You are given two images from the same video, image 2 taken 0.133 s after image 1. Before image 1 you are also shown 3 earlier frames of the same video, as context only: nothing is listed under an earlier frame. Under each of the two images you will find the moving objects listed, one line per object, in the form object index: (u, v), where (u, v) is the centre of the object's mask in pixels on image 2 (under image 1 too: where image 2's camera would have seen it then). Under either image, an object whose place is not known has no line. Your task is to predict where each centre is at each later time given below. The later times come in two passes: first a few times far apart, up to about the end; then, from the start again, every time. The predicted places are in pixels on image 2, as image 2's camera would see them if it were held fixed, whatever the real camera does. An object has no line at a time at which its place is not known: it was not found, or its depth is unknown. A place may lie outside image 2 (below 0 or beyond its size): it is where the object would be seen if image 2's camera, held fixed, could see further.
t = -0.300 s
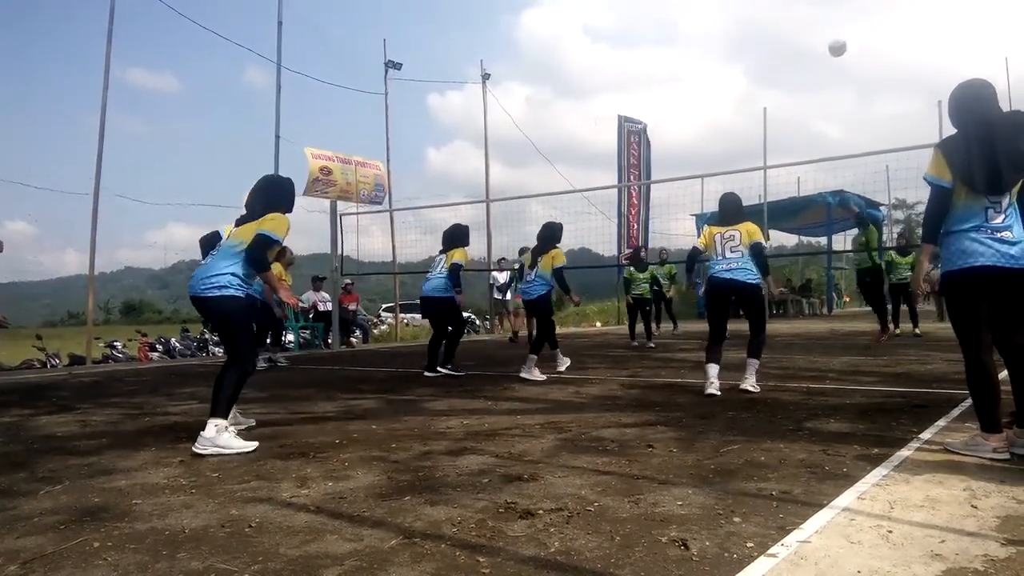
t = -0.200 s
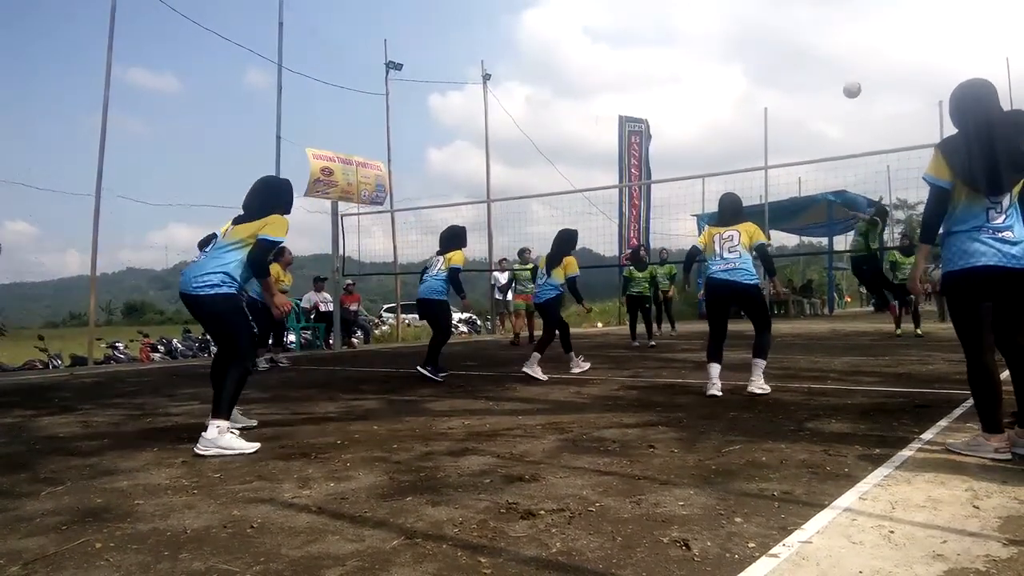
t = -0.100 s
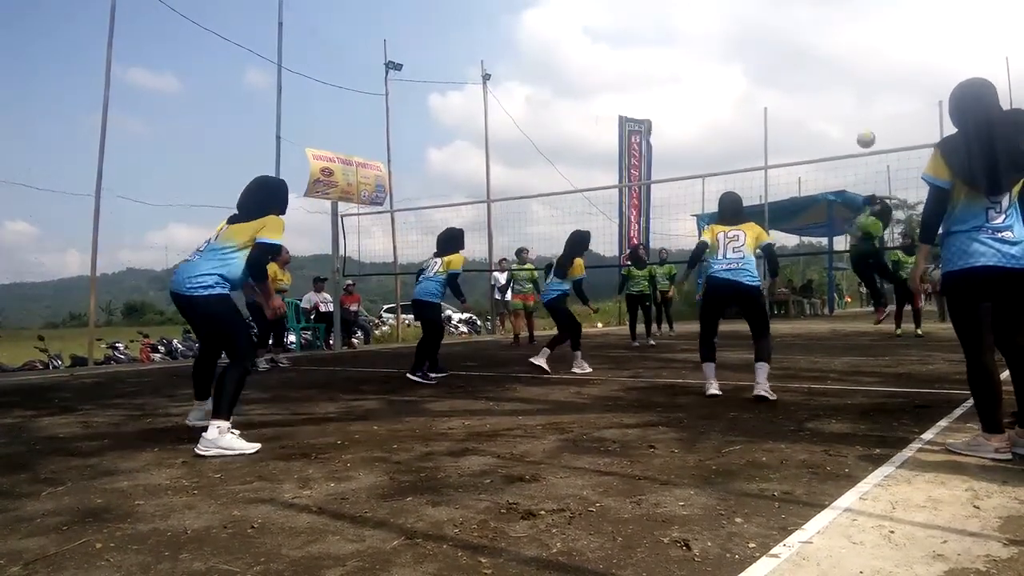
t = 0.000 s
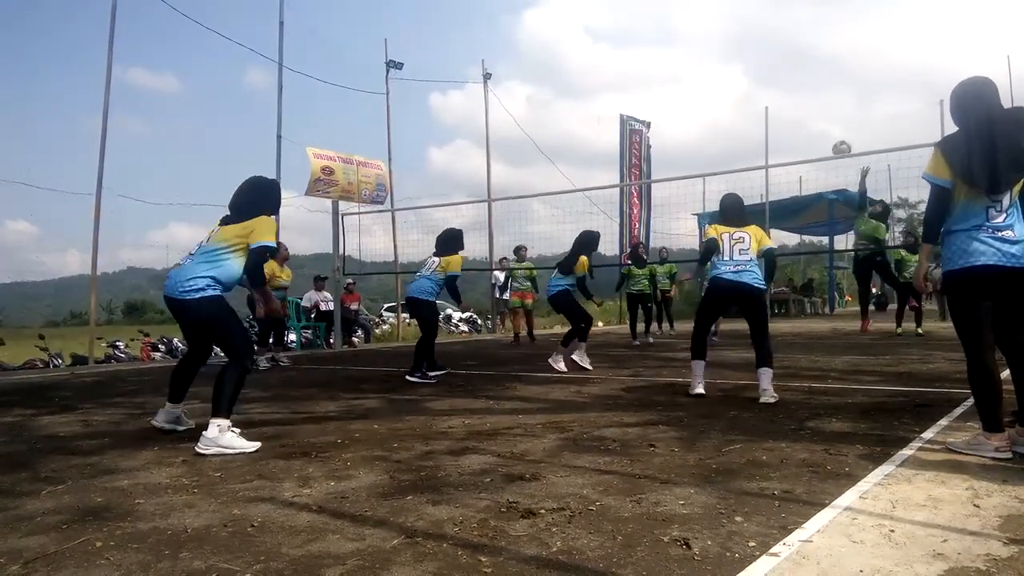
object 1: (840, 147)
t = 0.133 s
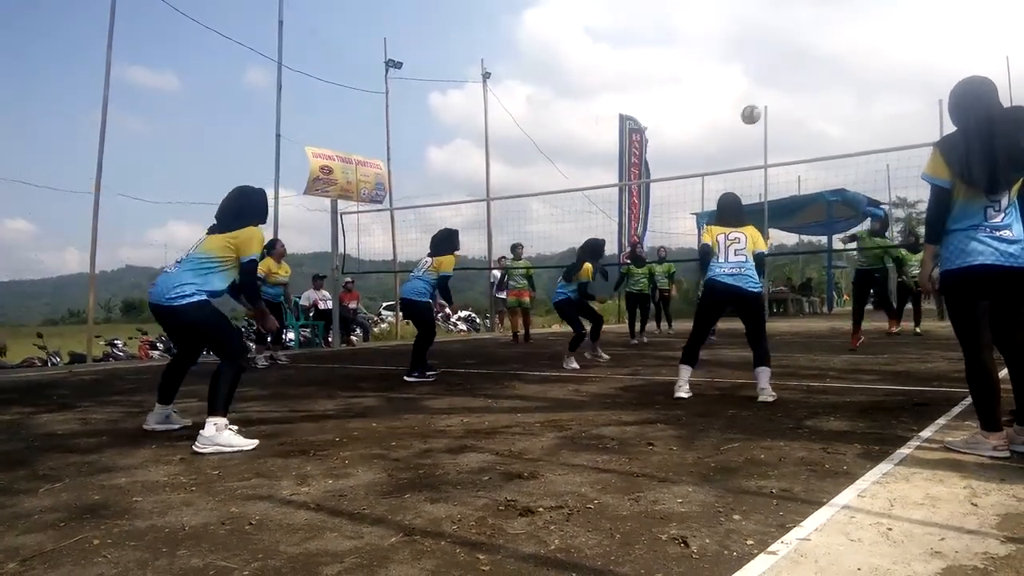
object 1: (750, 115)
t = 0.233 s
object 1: (672, 97)
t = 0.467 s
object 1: (438, 94)
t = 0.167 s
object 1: (725, 108)
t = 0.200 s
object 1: (700, 101)
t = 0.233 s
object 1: (672, 97)
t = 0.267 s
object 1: (643, 93)
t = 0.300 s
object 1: (613, 90)
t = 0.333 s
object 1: (582, 88)
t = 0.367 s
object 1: (549, 87)
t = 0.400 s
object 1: (514, 88)
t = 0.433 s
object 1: (477, 90)
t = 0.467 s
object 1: (438, 94)
